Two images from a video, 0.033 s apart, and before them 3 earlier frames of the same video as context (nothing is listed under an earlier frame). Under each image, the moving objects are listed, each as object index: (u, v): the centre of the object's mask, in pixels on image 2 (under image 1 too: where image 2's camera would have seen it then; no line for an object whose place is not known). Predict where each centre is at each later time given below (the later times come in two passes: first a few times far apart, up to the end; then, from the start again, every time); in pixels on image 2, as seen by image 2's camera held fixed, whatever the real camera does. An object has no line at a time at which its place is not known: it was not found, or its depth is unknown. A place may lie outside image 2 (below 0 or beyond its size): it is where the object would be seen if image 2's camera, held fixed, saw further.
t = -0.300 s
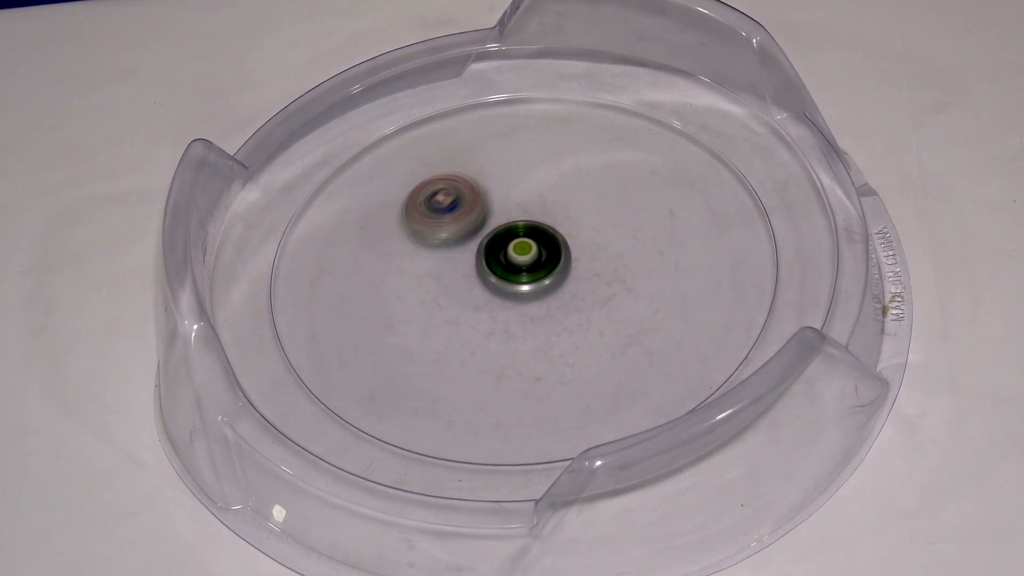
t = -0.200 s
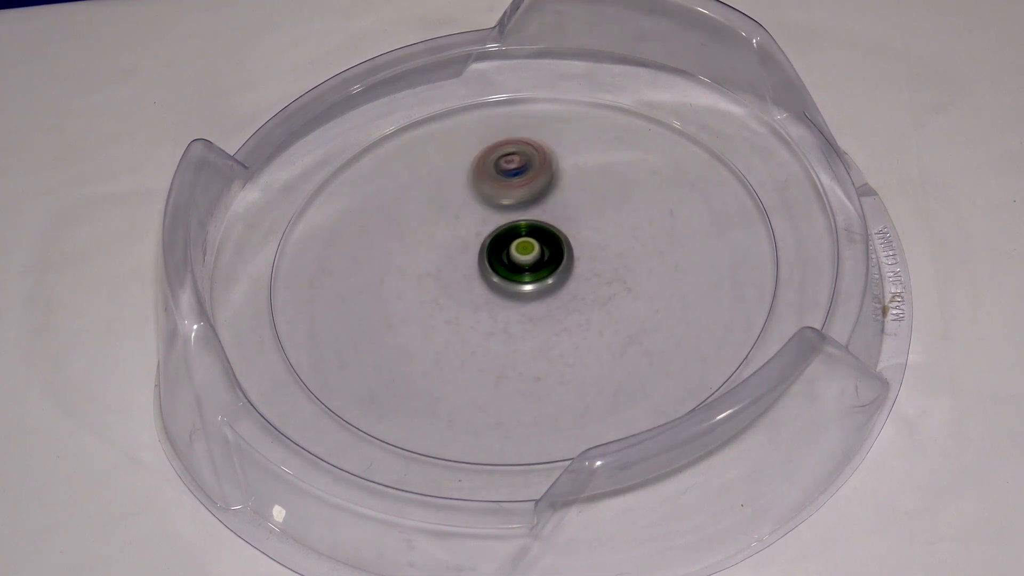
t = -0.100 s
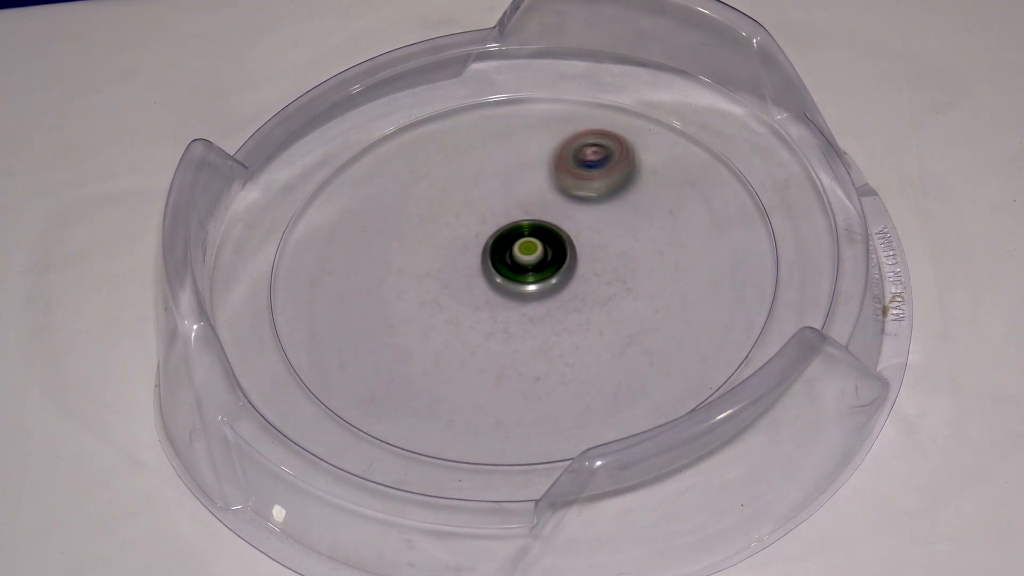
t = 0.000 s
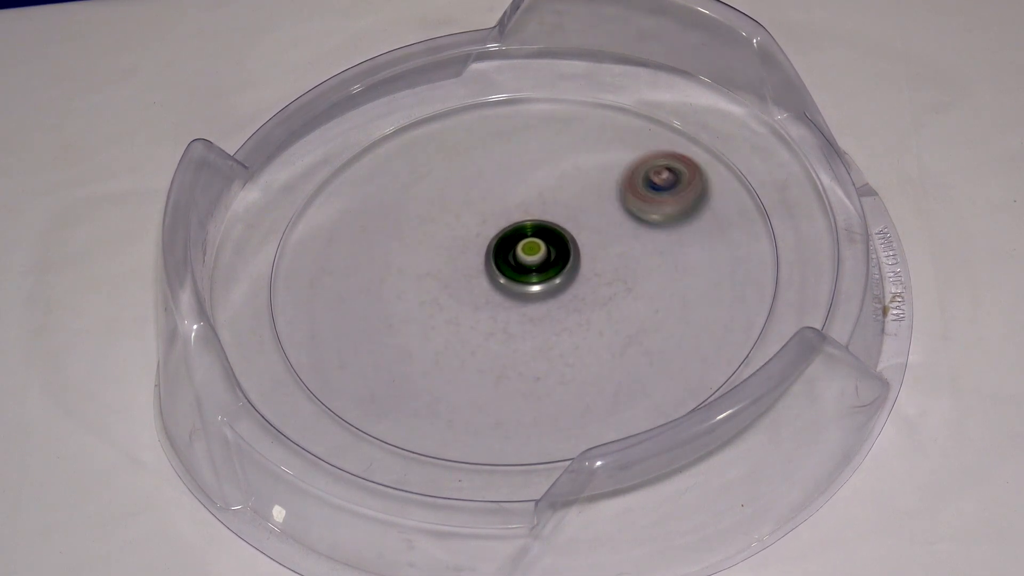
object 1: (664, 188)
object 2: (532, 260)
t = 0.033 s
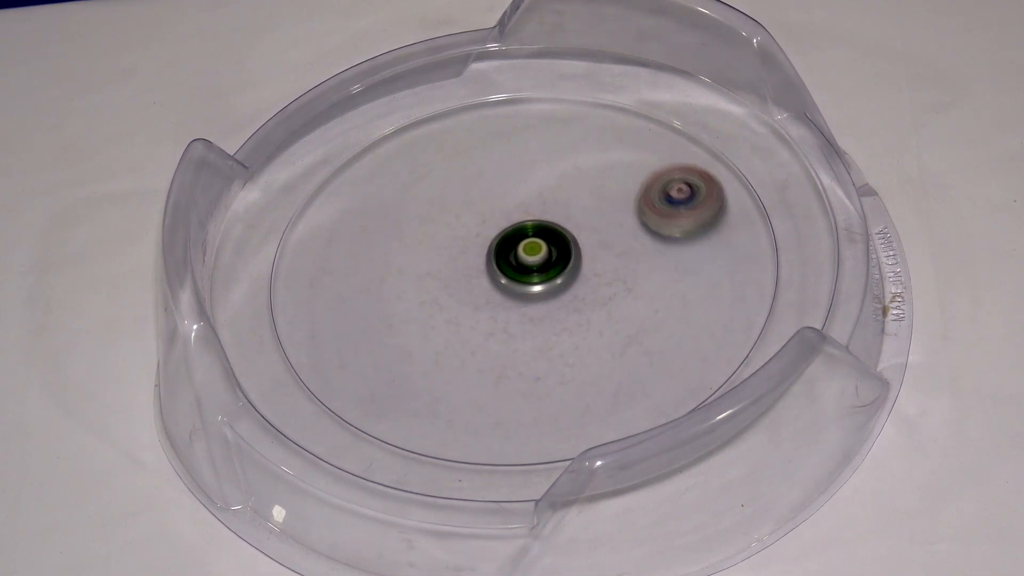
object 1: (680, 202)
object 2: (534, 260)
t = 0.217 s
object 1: (682, 312)
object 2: (541, 261)
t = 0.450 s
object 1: (498, 373)
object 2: (552, 263)
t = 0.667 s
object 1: (397, 277)
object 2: (560, 265)
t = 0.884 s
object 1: (478, 168)
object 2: (564, 267)
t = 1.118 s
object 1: (648, 188)
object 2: (565, 273)
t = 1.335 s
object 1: (656, 316)
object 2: (565, 280)
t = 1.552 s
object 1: (493, 377)
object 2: (563, 286)
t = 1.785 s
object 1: (380, 284)
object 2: (558, 292)
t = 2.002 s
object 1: (467, 182)
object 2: (549, 297)
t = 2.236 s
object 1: (637, 207)
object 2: (543, 300)
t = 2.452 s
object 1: (654, 327)
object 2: (537, 300)
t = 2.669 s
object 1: (502, 387)
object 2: (530, 297)
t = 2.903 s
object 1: (394, 297)
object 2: (522, 294)
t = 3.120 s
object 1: (485, 195)
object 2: (520, 292)
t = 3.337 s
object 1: (642, 203)
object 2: (519, 287)
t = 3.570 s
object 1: (669, 321)
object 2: (518, 279)
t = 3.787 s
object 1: (517, 378)
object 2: (520, 272)
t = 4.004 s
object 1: (414, 294)
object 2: (523, 266)
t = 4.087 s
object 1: (423, 247)
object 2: (523, 264)
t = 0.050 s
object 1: (687, 211)
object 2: (534, 260)
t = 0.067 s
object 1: (693, 220)
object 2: (535, 260)
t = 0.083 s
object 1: (698, 229)
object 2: (536, 261)
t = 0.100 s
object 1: (701, 239)
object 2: (536, 261)
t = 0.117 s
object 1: (702, 249)
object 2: (537, 261)
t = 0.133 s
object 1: (702, 259)
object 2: (537, 261)
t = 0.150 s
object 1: (701, 270)
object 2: (538, 261)
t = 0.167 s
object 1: (699, 281)
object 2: (539, 261)
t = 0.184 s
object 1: (695, 292)
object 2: (539, 261)
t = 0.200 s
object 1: (689, 302)
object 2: (540, 261)
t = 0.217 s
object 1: (682, 312)
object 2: (541, 261)
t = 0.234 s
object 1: (673, 322)
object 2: (542, 262)
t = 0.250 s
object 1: (664, 331)
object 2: (543, 262)
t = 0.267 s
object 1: (654, 340)
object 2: (543, 262)
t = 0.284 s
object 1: (642, 348)
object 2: (544, 262)
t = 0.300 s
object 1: (629, 355)
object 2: (545, 262)
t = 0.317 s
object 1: (616, 361)
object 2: (546, 262)
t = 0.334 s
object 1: (602, 366)
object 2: (547, 262)
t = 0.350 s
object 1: (587, 371)
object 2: (548, 262)
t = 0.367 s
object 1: (571, 374)
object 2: (548, 262)
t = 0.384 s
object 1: (556, 376)
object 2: (549, 263)
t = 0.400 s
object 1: (542, 377)
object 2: (550, 263)
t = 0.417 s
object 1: (527, 377)
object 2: (551, 263)
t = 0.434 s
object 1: (513, 376)
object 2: (552, 263)
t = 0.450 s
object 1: (498, 373)
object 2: (552, 263)
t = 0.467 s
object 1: (485, 370)
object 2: (553, 264)
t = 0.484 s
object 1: (472, 366)
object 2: (554, 264)
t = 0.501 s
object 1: (460, 361)
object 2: (555, 264)
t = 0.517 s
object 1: (449, 355)
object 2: (555, 264)
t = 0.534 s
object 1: (438, 348)
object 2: (556, 264)
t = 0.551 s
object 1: (429, 341)
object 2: (557, 264)
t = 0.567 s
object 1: (421, 333)
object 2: (557, 265)
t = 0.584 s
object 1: (414, 324)
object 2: (558, 265)
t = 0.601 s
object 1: (408, 316)
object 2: (558, 265)
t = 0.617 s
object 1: (403, 306)
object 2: (559, 265)
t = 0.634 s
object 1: (400, 296)
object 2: (559, 265)
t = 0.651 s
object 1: (398, 287)
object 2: (560, 265)
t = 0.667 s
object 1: (397, 277)
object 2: (560, 265)
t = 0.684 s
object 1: (397, 267)
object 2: (561, 265)
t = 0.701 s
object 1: (398, 257)
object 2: (561, 265)
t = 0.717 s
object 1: (400, 247)
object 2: (562, 266)
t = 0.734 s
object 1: (404, 237)
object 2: (562, 266)
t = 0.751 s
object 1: (408, 228)
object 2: (563, 266)
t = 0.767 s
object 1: (414, 219)
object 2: (563, 266)
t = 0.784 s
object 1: (420, 210)
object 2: (563, 266)
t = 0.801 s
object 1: (428, 201)
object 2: (564, 266)
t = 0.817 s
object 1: (436, 194)
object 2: (564, 266)
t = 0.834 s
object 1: (446, 186)
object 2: (564, 266)
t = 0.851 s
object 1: (456, 179)
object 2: (564, 267)
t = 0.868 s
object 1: (467, 173)
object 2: (564, 267)
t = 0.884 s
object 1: (478, 168)
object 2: (564, 267)
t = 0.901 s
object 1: (490, 163)
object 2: (565, 267)
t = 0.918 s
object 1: (502, 160)
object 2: (565, 268)
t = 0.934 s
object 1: (515, 157)
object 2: (565, 268)
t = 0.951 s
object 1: (528, 155)
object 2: (565, 268)
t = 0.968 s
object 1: (542, 154)
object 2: (565, 269)
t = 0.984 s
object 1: (555, 154)
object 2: (565, 269)
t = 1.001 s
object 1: (568, 155)
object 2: (565, 270)
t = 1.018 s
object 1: (582, 157)
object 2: (565, 270)
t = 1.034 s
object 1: (594, 160)
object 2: (565, 270)
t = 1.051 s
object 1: (606, 164)
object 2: (565, 271)
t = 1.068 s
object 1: (617, 168)
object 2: (565, 271)
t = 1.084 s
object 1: (628, 174)
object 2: (565, 272)
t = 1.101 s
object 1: (639, 181)
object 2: (565, 272)
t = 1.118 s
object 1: (648, 188)
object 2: (565, 273)
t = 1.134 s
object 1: (656, 195)
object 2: (565, 273)
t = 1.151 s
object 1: (664, 204)
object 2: (565, 274)
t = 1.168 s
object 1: (669, 213)
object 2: (565, 274)
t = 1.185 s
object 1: (674, 223)
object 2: (565, 275)
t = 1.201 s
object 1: (677, 232)
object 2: (565, 275)
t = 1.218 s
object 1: (679, 243)
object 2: (565, 276)
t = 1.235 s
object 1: (680, 254)
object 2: (565, 277)
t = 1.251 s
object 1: (679, 265)
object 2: (565, 277)
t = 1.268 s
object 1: (677, 275)
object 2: (565, 278)
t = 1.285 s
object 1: (674, 286)
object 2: (565, 278)
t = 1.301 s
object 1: (669, 297)
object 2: (565, 279)
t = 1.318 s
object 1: (663, 306)
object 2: (565, 279)
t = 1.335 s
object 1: (656, 316)
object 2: (565, 280)
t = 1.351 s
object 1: (648, 326)
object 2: (565, 280)
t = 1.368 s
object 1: (639, 335)
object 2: (565, 281)
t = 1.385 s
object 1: (628, 343)
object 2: (565, 281)
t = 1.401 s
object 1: (617, 350)
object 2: (565, 281)
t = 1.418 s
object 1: (605, 357)
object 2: (565, 281)
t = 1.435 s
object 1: (591, 363)
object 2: (564, 282)
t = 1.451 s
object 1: (578, 368)
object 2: (564, 282)
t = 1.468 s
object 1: (564, 372)
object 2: (564, 283)
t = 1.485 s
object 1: (549, 375)
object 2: (564, 283)
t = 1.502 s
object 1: (536, 377)
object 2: (564, 284)
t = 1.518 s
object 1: (522, 378)
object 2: (564, 285)
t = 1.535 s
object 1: (508, 378)
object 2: (564, 285)
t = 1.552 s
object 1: (493, 377)
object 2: (563, 286)
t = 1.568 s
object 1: (479, 375)
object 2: (563, 286)
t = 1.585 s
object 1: (466, 372)
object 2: (563, 287)
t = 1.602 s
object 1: (453, 368)
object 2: (562, 287)
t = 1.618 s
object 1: (442, 363)
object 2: (562, 287)
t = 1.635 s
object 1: (431, 358)
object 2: (562, 288)
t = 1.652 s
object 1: (421, 352)
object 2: (561, 288)
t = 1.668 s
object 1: (412, 345)
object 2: (561, 289)
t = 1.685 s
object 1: (404, 337)
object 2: (561, 290)
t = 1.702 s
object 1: (396, 329)
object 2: (560, 290)
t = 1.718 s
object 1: (391, 321)
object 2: (560, 291)
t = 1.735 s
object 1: (386, 313)
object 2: (559, 291)
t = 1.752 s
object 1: (383, 303)
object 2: (559, 292)
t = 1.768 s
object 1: (381, 294)
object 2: (559, 292)
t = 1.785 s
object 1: (380, 284)
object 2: (558, 292)
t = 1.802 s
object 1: (380, 275)
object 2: (558, 293)
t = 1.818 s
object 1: (381, 265)
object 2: (557, 293)
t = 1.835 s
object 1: (384, 256)
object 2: (556, 294)
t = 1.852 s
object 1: (388, 247)
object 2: (556, 294)
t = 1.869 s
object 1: (393, 238)
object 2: (555, 294)
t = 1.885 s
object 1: (399, 229)
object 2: (554, 295)
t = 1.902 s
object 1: (406, 220)
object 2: (554, 295)
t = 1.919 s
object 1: (414, 213)
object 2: (553, 295)
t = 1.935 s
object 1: (423, 206)
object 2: (552, 296)
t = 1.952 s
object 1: (433, 198)
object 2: (552, 296)
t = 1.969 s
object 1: (443, 193)
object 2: (551, 297)
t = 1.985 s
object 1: (455, 188)
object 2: (550, 297)
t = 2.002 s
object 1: (467, 182)
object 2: (549, 297)
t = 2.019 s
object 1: (479, 179)
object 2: (549, 297)
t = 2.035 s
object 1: (492, 176)
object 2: (548, 297)
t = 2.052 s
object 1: (505, 174)
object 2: (548, 298)
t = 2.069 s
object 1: (519, 173)
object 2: (548, 298)
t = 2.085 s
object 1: (532, 173)
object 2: (547, 298)
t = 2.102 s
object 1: (546, 173)
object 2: (547, 298)
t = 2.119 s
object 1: (560, 175)
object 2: (547, 299)
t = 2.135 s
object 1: (572, 177)
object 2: (546, 299)
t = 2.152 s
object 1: (584, 180)
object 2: (546, 299)
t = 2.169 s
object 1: (596, 184)
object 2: (545, 299)
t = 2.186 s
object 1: (608, 189)
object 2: (545, 299)
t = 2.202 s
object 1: (619, 195)
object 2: (544, 299)
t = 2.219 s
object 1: (628, 200)
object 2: (544, 300)
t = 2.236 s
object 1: (637, 207)
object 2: (543, 300)
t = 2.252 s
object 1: (645, 215)
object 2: (543, 300)
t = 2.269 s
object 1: (652, 223)
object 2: (542, 300)
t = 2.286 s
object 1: (659, 232)
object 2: (542, 300)
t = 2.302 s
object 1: (664, 240)
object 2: (541, 300)
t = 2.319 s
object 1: (667, 250)
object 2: (541, 300)
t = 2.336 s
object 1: (670, 259)
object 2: (540, 300)
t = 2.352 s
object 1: (671, 268)
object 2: (540, 300)
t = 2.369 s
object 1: (671, 279)
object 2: (539, 300)
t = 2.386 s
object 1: (670, 288)
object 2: (539, 300)
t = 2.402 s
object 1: (668, 298)
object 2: (538, 300)
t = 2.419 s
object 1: (665, 307)
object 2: (538, 300)
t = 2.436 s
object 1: (660, 317)
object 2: (537, 300)
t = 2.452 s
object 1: (654, 327)
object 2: (537, 300)
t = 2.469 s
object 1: (647, 336)
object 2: (536, 299)
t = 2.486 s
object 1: (639, 344)
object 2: (536, 299)
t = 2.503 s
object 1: (630, 352)
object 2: (535, 299)
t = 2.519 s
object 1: (620, 359)
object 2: (535, 299)
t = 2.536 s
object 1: (608, 365)
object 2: (534, 299)
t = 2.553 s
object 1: (597, 372)
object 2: (534, 298)
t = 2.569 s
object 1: (583, 377)
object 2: (533, 298)
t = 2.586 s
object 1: (570, 381)
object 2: (532, 298)
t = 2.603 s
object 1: (557, 384)
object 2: (532, 298)
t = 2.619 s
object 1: (543, 387)
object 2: (531, 297)
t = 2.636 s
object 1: (529, 388)
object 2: (531, 297)
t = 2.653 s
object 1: (516, 388)
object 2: (530, 297)
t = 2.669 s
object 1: (502, 387)
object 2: (530, 297)
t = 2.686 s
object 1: (489, 386)
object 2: (529, 297)
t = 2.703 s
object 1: (477, 383)
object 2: (529, 296)
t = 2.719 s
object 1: (464, 379)
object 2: (528, 296)
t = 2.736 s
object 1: (452, 375)
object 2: (528, 295)
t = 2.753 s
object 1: (441, 370)
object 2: (527, 295)
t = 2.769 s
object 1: (432, 363)
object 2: (526, 295)
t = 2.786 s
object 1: (423, 357)
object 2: (525, 295)
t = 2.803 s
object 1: (415, 350)
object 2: (524, 295)
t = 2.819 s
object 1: (409, 342)
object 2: (524, 295)
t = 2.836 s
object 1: (403, 333)
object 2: (523, 295)
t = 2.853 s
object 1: (399, 325)
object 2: (523, 295)
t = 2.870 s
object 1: (396, 316)
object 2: (522, 295)
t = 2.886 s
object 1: (394, 306)
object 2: (522, 294)
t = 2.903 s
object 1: (394, 297)
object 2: (522, 294)
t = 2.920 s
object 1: (395, 287)
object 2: (521, 294)
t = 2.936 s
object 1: (397, 277)
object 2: (521, 294)
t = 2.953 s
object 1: (400, 268)
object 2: (521, 294)
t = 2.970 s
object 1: (405, 259)
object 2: (521, 293)
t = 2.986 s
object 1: (410, 250)
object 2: (520, 293)
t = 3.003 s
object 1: (417, 241)
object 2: (520, 293)
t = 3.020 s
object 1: (424, 233)
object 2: (520, 292)
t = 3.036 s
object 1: (433, 225)
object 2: (520, 292)
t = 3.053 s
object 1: (442, 218)
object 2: (520, 292)
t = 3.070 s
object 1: (452, 211)
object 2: (520, 292)
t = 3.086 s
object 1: (462, 206)
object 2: (520, 292)
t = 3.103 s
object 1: (473, 200)
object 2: (520, 292)
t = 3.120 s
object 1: (485, 195)
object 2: (520, 292)
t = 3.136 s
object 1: (497, 192)
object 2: (520, 292)
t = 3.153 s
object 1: (509, 189)
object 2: (520, 292)
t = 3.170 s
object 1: (523, 186)
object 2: (520, 292)
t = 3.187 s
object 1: (536, 185)
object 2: (520, 291)
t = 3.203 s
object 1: (549, 183)
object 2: (519, 291)
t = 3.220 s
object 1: (562, 183)
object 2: (519, 291)
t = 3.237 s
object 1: (575, 184)
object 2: (519, 290)
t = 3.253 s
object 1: (586, 185)
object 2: (519, 290)
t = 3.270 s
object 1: (599, 187)
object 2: (519, 290)
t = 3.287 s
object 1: (611, 191)
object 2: (519, 289)
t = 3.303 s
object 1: (622, 194)
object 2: (519, 289)
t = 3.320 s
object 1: (632, 198)
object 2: (519, 288)
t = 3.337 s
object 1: (642, 203)
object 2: (519, 287)
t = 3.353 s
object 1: (651, 209)
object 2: (519, 287)
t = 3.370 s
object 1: (659, 216)
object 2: (518, 286)
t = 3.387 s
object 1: (666, 223)
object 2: (519, 286)
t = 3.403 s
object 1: (673, 230)
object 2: (519, 285)
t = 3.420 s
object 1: (678, 238)
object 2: (519, 285)
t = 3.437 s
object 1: (682, 247)
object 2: (519, 284)
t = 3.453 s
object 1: (685, 256)
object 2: (518, 283)
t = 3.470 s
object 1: (686, 265)
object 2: (518, 283)
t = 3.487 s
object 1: (687, 274)
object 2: (518, 282)
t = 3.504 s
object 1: (686, 283)
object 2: (518, 281)
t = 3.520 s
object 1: (684, 293)
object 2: (518, 281)
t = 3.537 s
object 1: (680, 302)
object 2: (518, 280)
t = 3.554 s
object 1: (676, 312)
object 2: (518, 279)
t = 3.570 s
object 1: (669, 321)
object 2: (518, 279)
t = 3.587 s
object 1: (662, 330)
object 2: (518, 278)
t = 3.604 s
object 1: (654, 338)
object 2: (518, 277)
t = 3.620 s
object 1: (645, 346)
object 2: (518, 277)
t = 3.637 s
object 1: (634, 352)
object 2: (518, 276)
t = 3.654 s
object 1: (623, 359)
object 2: (518, 276)
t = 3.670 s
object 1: (610, 365)
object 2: (519, 275)
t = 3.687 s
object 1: (598, 369)
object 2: (519, 275)
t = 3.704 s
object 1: (585, 373)
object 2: (519, 274)
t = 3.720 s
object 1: (571, 376)
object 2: (519, 274)
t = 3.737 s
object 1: (557, 378)
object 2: (519, 273)
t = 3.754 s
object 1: (544, 379)
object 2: (519, 273)
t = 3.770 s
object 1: (530, 379)
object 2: (520, 272)
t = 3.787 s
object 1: (517, 378)
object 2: (520, 272)
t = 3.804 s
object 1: (504, 376)
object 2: (520, 271)
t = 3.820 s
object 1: (491, 373)
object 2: (520, 271)
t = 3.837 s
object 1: (480, 369)
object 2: (521, 271)
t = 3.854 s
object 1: (468, 364)
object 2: (521, 270)
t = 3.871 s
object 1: (458, 358)
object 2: (522, 270)
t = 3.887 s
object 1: (449, 352)
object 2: (522, 269)
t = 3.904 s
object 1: (440, 345)
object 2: (522, 268)
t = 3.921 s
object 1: (433, 337)
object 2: (523, 267)
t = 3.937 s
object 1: (427, 329)
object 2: (523, 267)
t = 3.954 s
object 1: (422, 321)
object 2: (523, 266)
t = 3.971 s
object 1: (418, 312)
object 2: (523, 266)
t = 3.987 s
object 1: (416, 303)
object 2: (523, 266)
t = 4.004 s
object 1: (414, 294)
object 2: (523, 266)
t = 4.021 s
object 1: (414, 285)
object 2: (523, 266)
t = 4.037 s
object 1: (414, 275)
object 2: (523, 265)
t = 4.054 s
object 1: (417, 266)
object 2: (523, 265)
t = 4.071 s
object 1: (420, 256)
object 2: (523, 265)
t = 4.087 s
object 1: (423, 247)
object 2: (523, 264)
